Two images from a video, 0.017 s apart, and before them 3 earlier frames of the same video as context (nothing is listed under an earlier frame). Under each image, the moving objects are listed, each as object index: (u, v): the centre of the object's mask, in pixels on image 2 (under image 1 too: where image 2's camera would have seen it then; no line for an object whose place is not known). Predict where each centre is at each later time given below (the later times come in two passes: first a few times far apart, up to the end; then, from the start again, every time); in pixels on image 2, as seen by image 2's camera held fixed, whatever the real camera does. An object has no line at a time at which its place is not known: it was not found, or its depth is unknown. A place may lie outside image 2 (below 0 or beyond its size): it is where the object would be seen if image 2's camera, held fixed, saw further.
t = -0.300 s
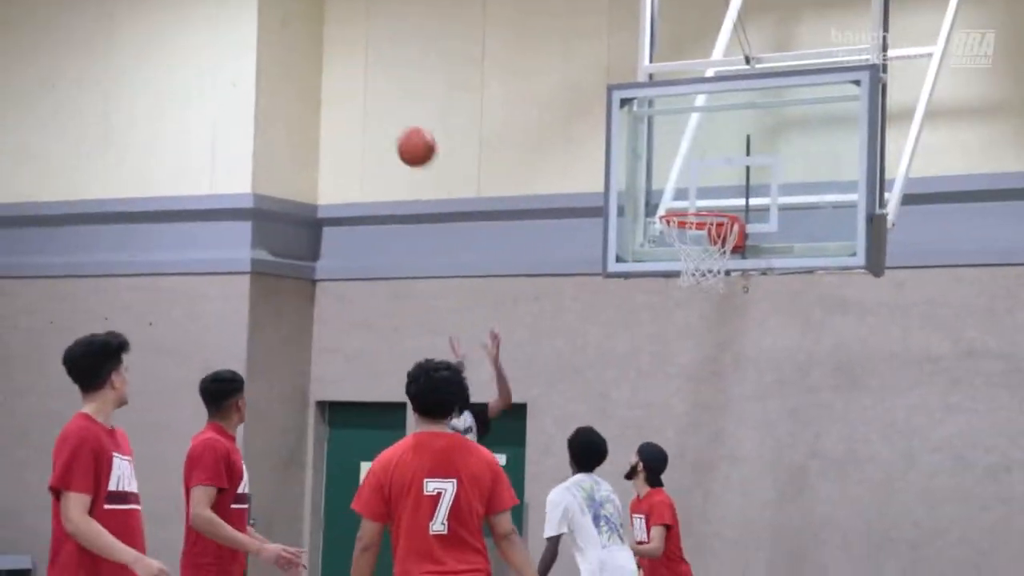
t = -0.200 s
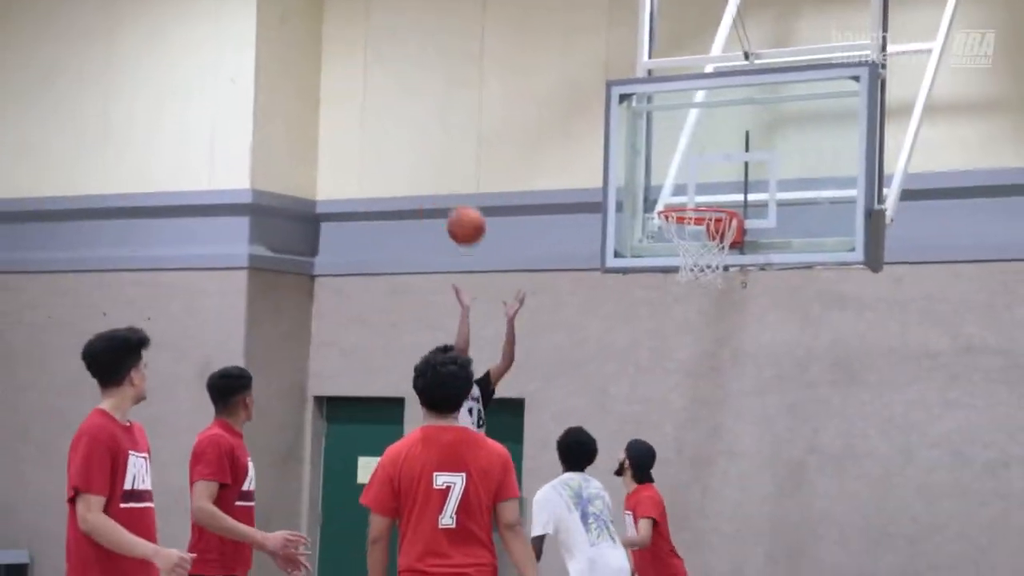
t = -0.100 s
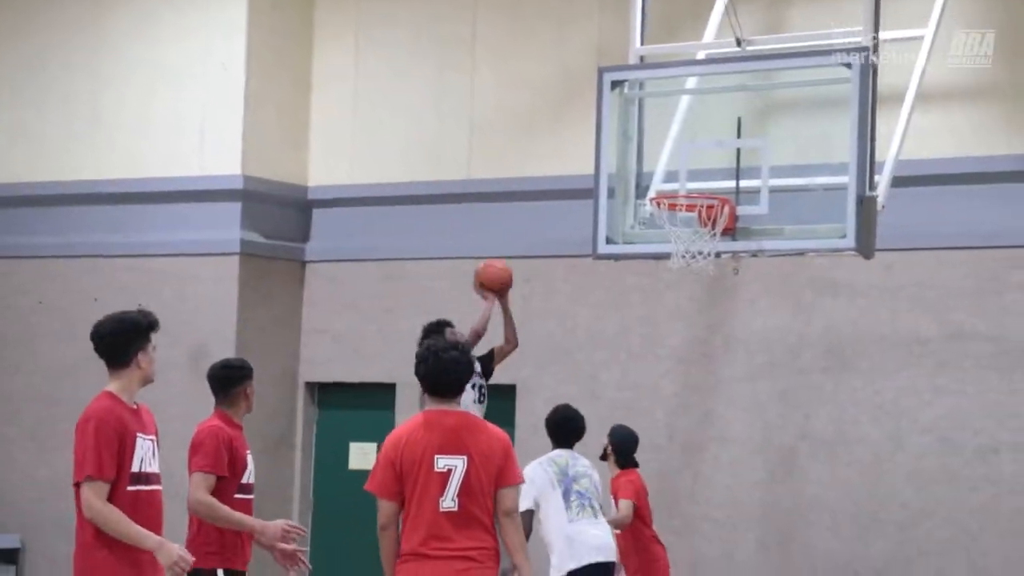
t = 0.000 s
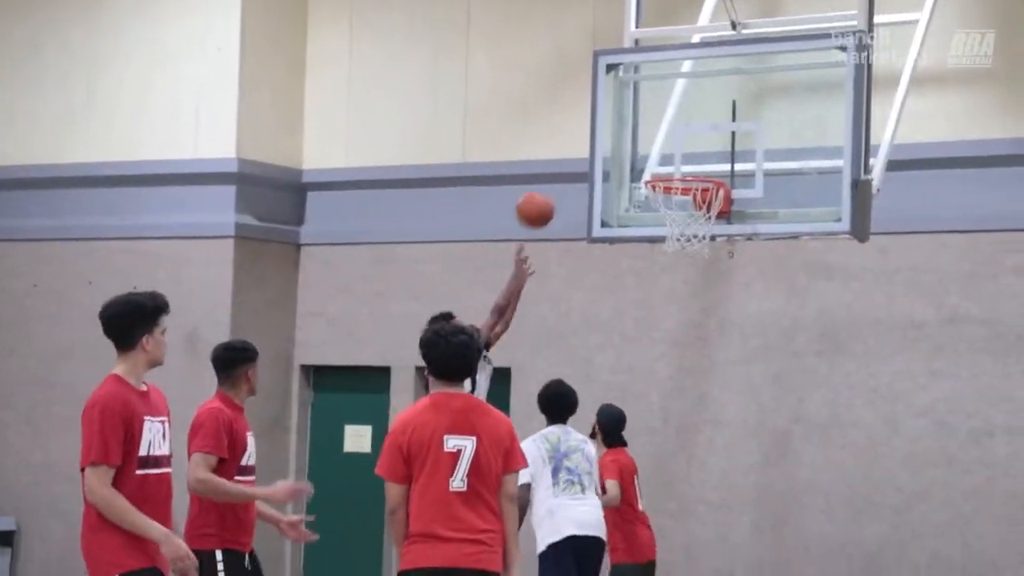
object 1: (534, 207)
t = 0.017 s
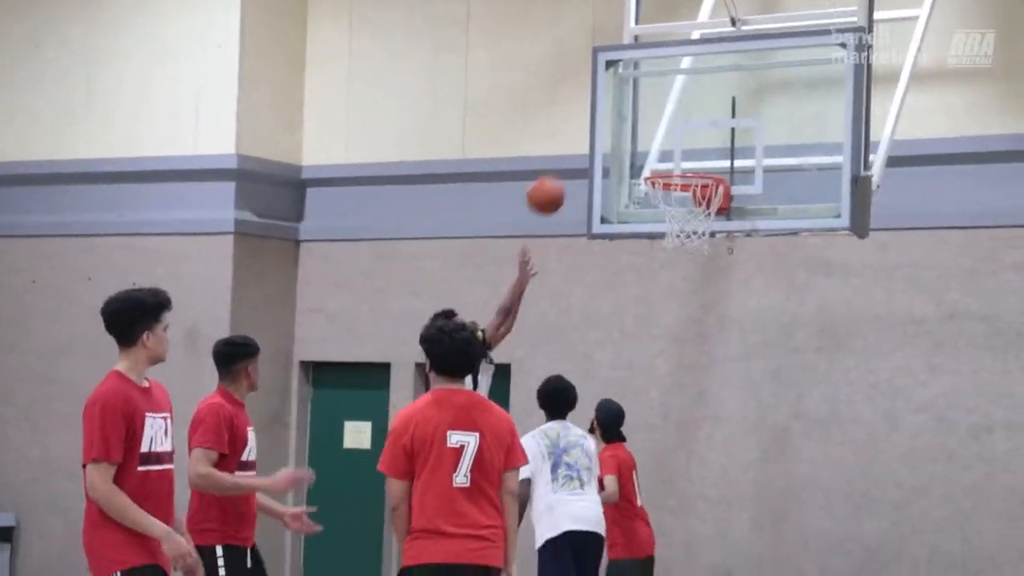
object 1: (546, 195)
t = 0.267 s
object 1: (673, 103)
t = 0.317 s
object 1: (688, 99)
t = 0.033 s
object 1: (556, 186)
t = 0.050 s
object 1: (567, 178)
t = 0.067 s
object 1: (578, 169)
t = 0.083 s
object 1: (589, 161)
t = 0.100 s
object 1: (599, 154)
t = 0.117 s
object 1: (610, 146)
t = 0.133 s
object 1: (621, 138)
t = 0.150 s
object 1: (633, 132)
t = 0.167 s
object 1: (643, 125)
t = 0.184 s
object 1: (649, 121)
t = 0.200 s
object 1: (654, 117)
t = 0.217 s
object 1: (658, 113)
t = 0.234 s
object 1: (663, 110)
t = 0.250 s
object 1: (668, 106)
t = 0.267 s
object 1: (673, 103)
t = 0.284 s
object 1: (678, 102)
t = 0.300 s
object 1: (683, 100)
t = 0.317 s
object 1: (688, 99)
